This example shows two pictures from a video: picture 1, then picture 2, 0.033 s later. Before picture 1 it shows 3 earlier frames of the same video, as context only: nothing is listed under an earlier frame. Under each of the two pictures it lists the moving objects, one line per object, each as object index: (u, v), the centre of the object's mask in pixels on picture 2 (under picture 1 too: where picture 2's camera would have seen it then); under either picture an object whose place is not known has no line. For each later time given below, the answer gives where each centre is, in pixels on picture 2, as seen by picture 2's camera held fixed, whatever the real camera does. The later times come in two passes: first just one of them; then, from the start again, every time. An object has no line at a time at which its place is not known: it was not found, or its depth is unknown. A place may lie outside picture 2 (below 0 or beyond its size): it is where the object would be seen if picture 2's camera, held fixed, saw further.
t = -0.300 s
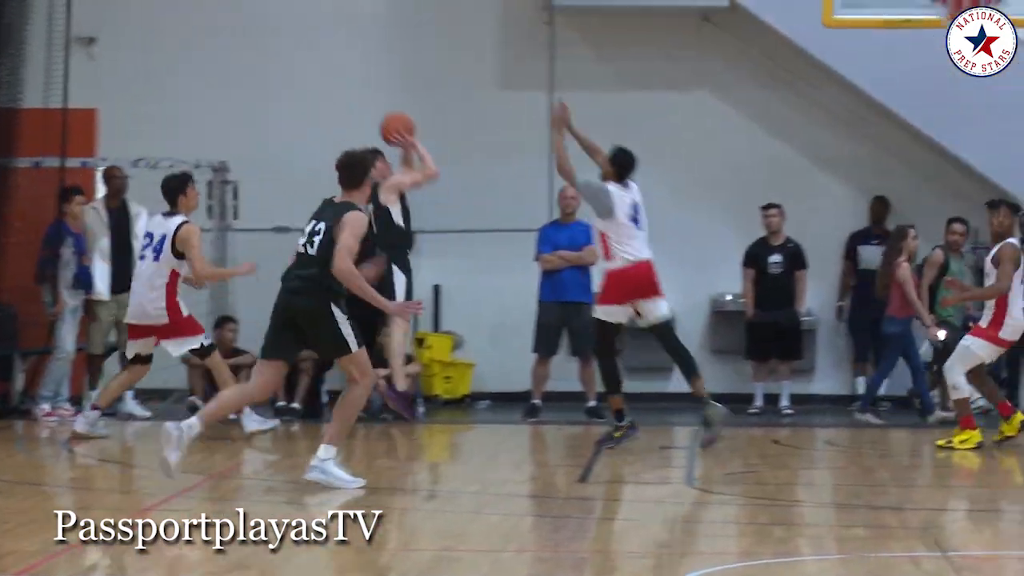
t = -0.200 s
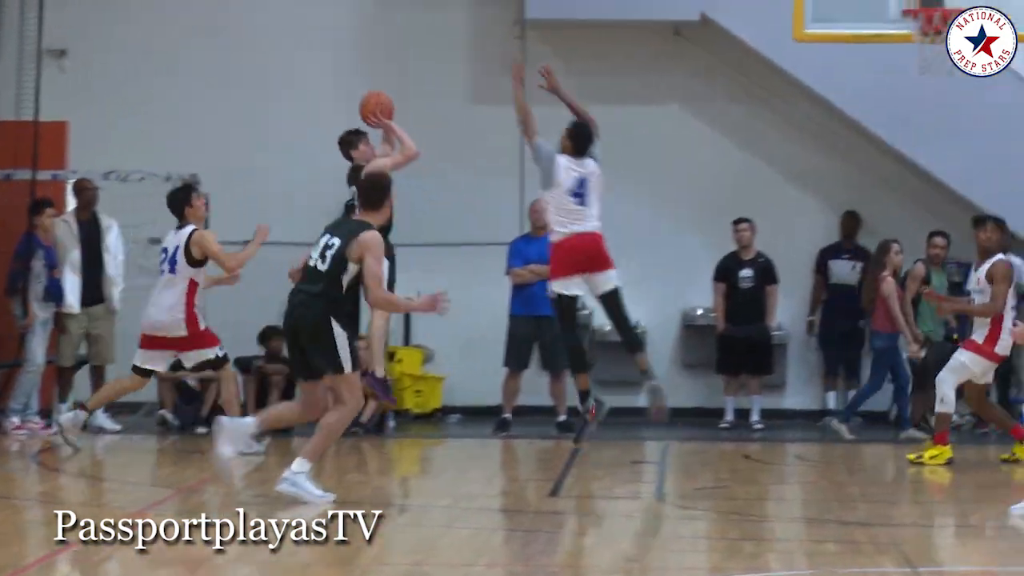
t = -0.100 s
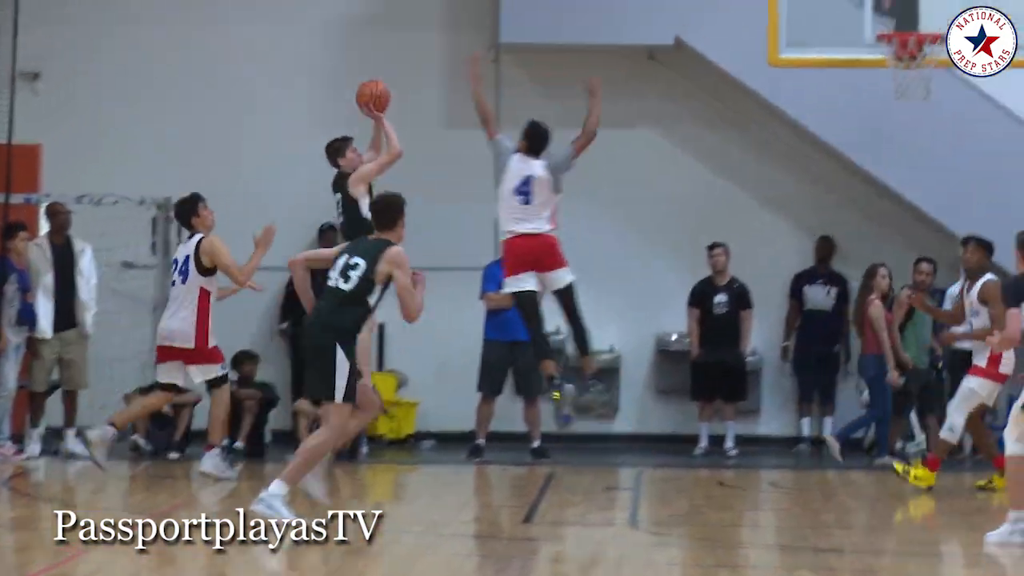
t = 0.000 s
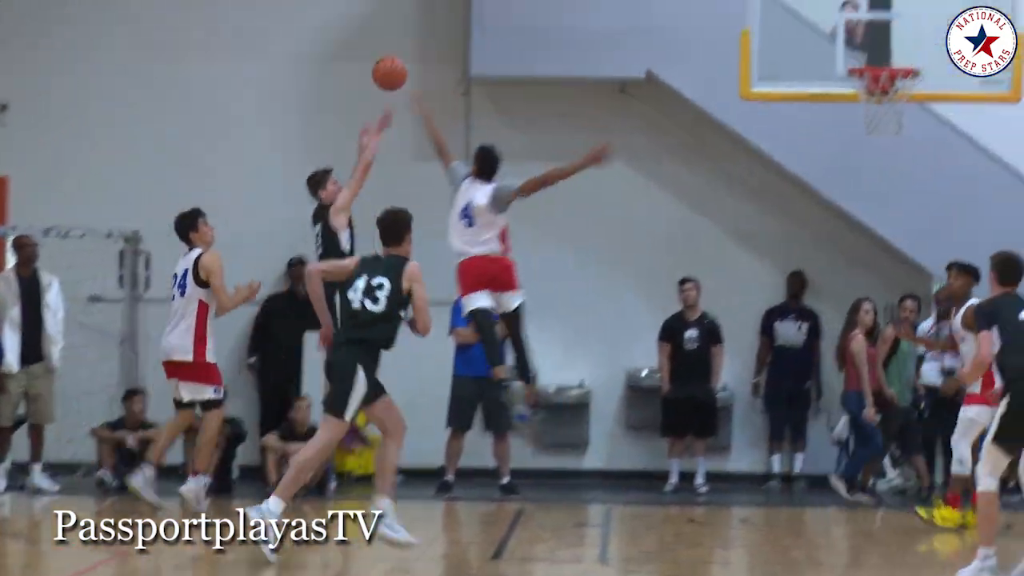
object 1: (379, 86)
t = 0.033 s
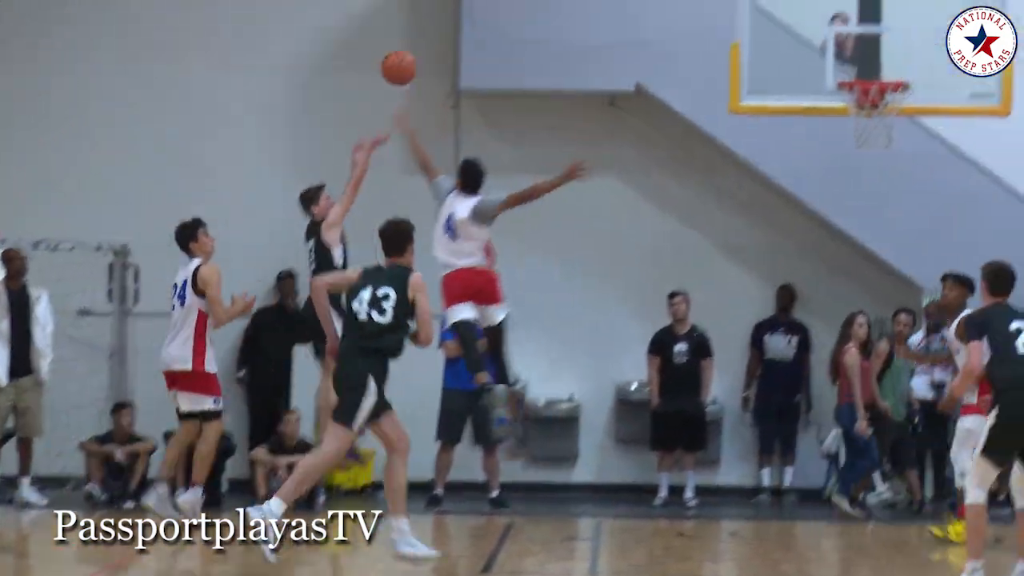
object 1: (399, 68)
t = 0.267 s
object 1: (529, -17)
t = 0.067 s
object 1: (417, 51)
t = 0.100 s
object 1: (436, 36)
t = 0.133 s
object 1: (454, 22)
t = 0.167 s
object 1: (473, 10)
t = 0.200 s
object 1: (491, -1)
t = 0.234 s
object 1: (509, -10)
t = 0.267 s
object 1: (529, -17)
